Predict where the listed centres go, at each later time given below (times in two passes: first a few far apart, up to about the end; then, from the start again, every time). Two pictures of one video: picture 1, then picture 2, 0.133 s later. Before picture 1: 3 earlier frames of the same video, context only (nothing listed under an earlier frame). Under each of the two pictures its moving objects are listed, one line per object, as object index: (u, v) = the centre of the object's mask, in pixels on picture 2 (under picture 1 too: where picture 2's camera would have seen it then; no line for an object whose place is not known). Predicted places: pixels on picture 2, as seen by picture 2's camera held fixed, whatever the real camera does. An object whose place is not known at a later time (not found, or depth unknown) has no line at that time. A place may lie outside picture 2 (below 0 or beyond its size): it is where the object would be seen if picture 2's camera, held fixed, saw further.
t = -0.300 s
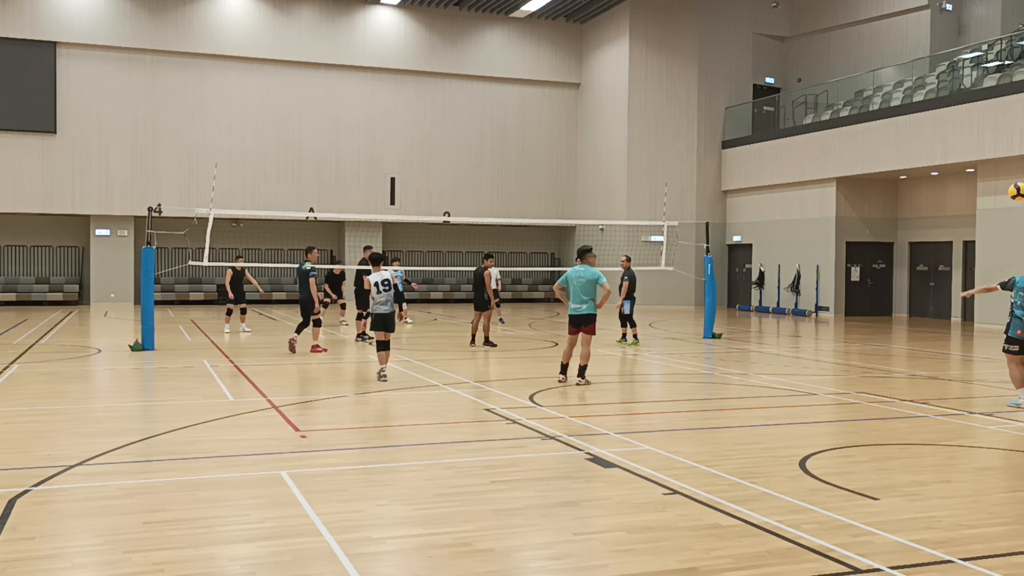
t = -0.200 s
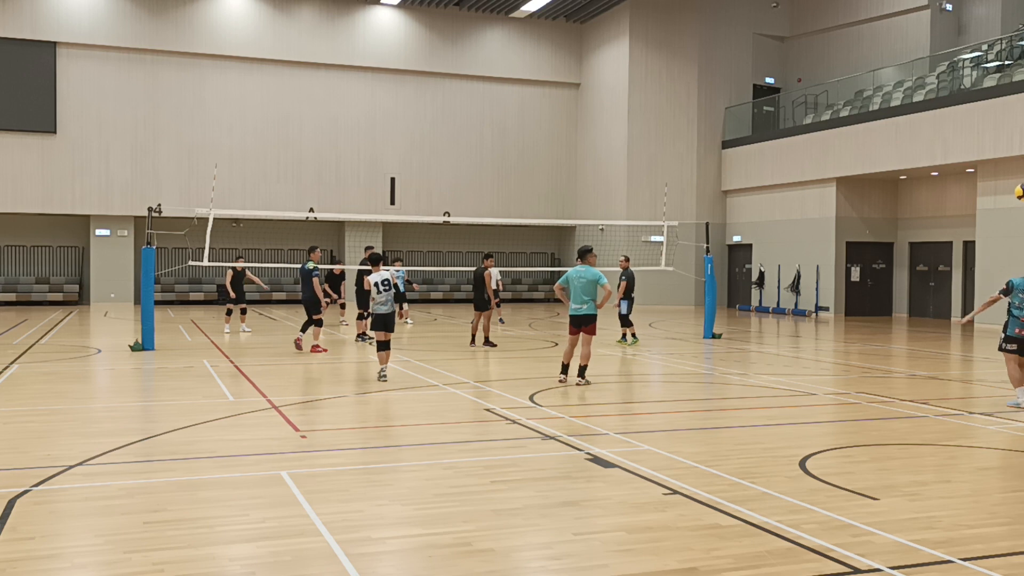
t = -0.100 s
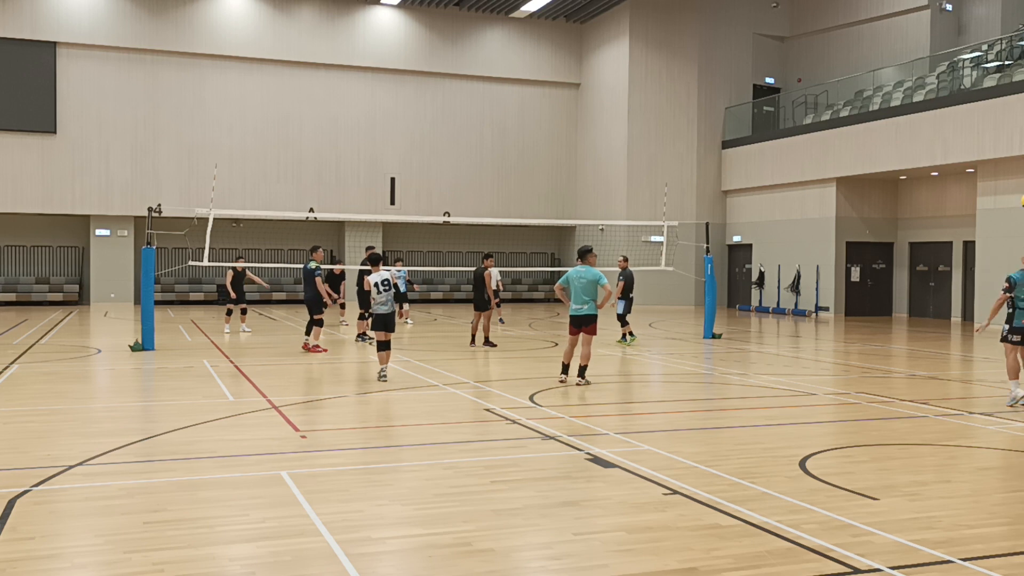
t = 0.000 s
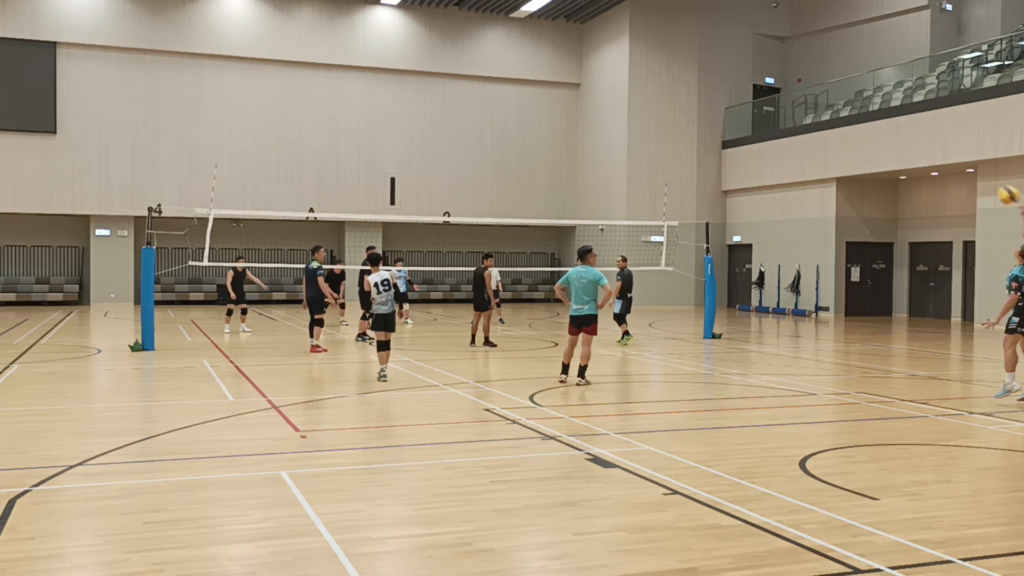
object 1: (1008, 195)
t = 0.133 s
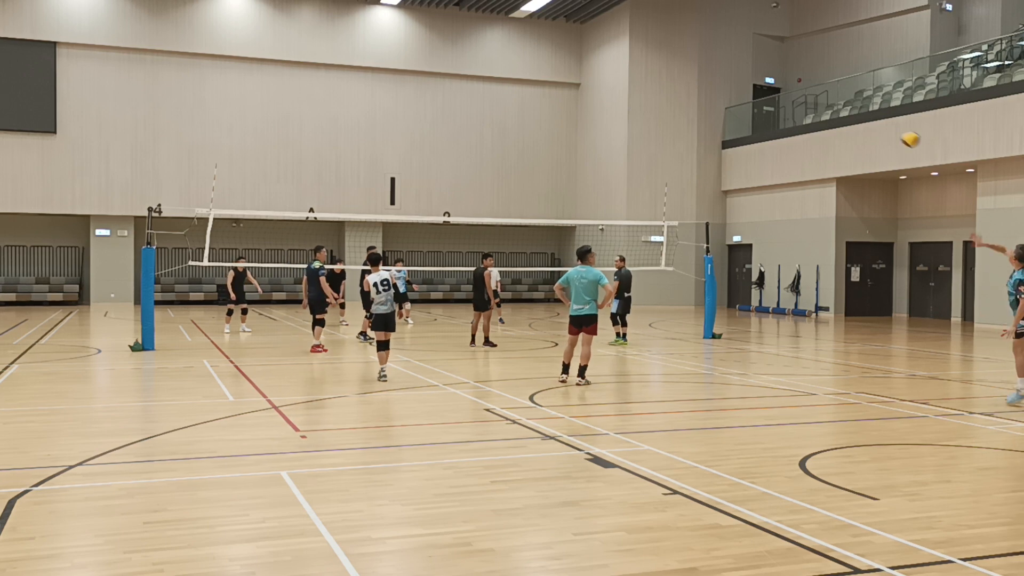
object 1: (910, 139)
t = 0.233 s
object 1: (848, 112)
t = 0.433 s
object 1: (746, 87)
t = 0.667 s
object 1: (654, 92)
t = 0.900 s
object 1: (583, 125)
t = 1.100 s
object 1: (533, 170)
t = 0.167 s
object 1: (889, 129)
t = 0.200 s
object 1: (867, 119)
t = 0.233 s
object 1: (848, 112)
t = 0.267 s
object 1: (829, 105)
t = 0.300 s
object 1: (811, 100)
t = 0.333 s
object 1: (793, 95)
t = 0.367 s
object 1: (776, 92)
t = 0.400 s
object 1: (761, 89)
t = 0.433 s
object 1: (746, 87)
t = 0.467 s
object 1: (730, 85)
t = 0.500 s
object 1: (716, 85)
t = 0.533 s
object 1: (703, 85)
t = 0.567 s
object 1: (690, 86)
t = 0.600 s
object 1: (677, 87)
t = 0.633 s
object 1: (666, 89)
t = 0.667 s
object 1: (654, 92)
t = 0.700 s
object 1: (642, 95)
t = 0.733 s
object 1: (632, 99)
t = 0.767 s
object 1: (622, 103)
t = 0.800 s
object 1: (612, 108)
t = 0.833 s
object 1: (602, 113)
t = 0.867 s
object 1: (593, 119)
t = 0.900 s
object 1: (583, 125)
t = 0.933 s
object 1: (574, 132)
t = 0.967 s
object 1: (565, 139)
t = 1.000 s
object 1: (557, 146)
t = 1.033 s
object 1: (549, 154)
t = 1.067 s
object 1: (541, 162)
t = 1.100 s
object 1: (533, 170)
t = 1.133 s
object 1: (526, 179)
